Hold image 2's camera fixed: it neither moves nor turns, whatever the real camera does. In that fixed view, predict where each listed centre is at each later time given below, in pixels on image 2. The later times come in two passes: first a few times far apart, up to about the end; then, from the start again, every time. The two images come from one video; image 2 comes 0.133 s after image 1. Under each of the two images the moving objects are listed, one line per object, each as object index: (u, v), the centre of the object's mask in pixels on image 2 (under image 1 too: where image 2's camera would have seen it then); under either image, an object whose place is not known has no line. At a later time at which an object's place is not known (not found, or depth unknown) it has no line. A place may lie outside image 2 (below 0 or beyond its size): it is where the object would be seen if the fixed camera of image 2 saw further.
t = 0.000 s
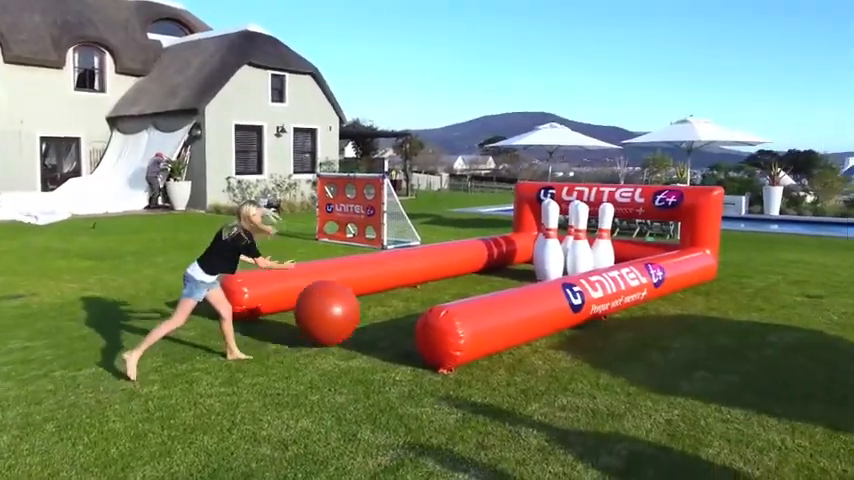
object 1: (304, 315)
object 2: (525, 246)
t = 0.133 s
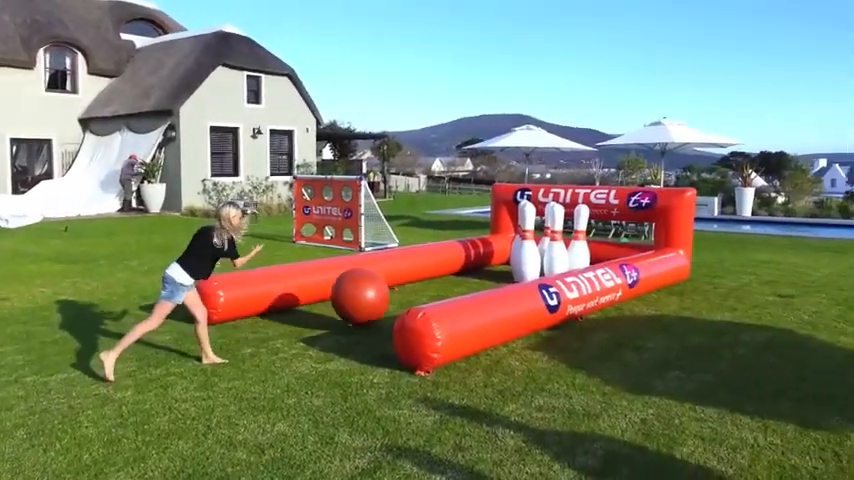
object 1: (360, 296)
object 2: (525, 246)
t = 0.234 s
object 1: (394, 281)
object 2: (525, 246)
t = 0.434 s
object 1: (451, 277)
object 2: (525, 245)
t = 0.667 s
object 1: (502, 266)
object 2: (528, 241)
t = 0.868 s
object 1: (526, 253)
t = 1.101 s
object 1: (540, 258)
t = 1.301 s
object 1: (553, 264)
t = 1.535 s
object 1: (560, 258)
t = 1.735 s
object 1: (554, 265)
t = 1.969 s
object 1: (552, 263)
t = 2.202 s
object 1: (551, 264)
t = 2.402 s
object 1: (550, 265)
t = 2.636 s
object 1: (549, 266)
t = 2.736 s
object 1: (548, 266)
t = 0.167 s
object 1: (372, 290)
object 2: (525, 245)
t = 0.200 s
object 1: (383, 285)
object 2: (525, 245)
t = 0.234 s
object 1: (394, 281)
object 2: (525, 246)
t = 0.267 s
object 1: (404, 279)
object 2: (525, 246)
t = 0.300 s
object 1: (414, 277)
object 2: (525, 246)
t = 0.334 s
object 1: (424, 276)
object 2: (525, 246)
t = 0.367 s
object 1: (434, 276)
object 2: (525, 246)
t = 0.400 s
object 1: (443, 276)
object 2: (525, 245)
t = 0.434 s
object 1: (451, 277)
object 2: (525, 245)
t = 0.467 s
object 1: (459, 277)
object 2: (526, 245)
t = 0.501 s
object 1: (467, 276)
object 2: (526, 245)
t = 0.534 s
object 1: (475, 273)
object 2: (525, 246)
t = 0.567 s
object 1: (483, 270)
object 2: (526, 246)
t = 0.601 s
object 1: (489, 268)
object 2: (526, 245)
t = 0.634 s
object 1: (496, 267)
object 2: (527, 243)
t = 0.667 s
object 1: (502, 266)
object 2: (528, 241)
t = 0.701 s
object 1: (508, 266)
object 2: (528, 237)
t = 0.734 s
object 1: (515, 266)
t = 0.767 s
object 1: (519, 264)
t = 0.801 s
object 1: (520, 262)
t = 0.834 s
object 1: (522, 259)
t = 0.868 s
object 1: (526, 253)
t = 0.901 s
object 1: (528, 252)
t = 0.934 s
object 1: (530, 251)
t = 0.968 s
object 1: (532, 251)
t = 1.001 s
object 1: (534, 252)
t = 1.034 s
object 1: (537, 254)
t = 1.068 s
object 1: (539, 256)
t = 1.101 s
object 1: (540, 258)
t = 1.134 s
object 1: (542, 260)
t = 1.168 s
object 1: (544, 263)
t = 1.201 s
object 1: (546, 265)
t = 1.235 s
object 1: (548, 267)
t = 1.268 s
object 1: (550, 265)
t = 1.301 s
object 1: (553, 264)
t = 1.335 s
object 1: (555, 262)
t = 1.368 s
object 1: (558, 261)
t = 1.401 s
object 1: (560, 260)
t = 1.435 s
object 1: (561, 259)
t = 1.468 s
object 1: (561, 259)
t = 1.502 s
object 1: (560, 258)
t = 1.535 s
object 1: (560, 258)
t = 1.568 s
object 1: (559, 258)
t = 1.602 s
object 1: (558, 259)
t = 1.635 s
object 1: (557, 260)
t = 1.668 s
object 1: (556, 261)
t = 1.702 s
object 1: (555, 263)
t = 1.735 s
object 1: (554, 265)
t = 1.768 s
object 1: (553, 266)
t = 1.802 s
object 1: (553, 265)
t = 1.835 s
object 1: (553, 264)
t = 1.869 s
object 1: (553, 263)
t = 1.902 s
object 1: (553, 263)
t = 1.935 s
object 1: (553, 262)
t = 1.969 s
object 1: (552, 263)
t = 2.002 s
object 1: (552, 263)
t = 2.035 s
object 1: (552, 265)
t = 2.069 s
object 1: (552, 266)
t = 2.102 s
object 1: (552, 266)
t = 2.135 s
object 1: (551, 265)
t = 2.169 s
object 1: (551, 265)
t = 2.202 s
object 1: (551, 264)
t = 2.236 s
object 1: (551, 265)
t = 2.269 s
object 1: (550, 265)
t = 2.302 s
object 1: (550, 266)
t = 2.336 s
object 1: (550, 266)
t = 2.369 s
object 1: (550, 266)
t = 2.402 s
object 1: (550, 265)
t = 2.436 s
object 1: (550, 266)
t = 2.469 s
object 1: (550, 266)
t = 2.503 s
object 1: (549, 266)
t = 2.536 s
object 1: (549, 266)
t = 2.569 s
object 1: (549, 266)
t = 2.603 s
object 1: (549, 266)
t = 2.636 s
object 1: (549, 266)
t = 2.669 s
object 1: (549, 266)
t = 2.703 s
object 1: (548, 266)
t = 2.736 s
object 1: (548, 266)
